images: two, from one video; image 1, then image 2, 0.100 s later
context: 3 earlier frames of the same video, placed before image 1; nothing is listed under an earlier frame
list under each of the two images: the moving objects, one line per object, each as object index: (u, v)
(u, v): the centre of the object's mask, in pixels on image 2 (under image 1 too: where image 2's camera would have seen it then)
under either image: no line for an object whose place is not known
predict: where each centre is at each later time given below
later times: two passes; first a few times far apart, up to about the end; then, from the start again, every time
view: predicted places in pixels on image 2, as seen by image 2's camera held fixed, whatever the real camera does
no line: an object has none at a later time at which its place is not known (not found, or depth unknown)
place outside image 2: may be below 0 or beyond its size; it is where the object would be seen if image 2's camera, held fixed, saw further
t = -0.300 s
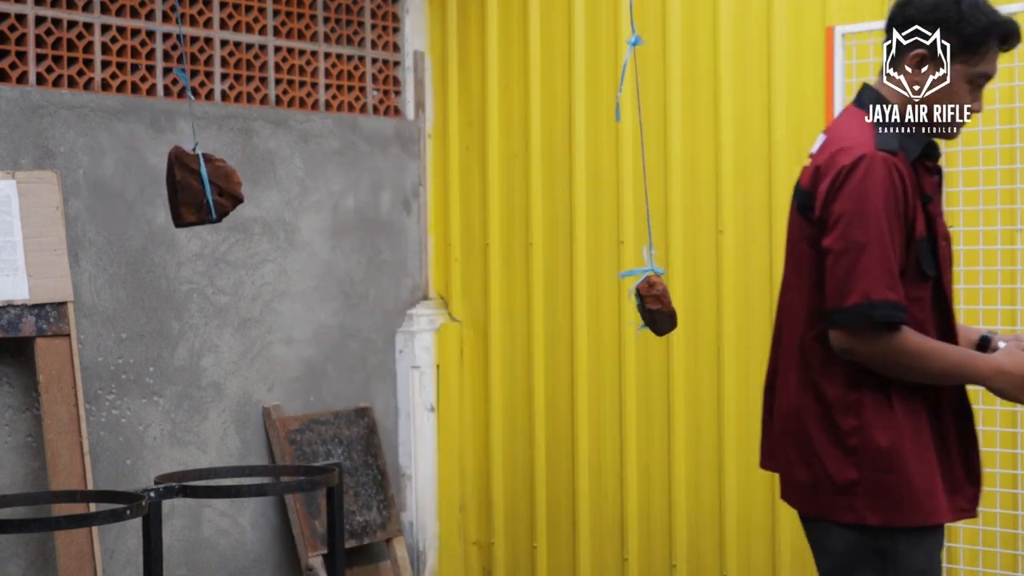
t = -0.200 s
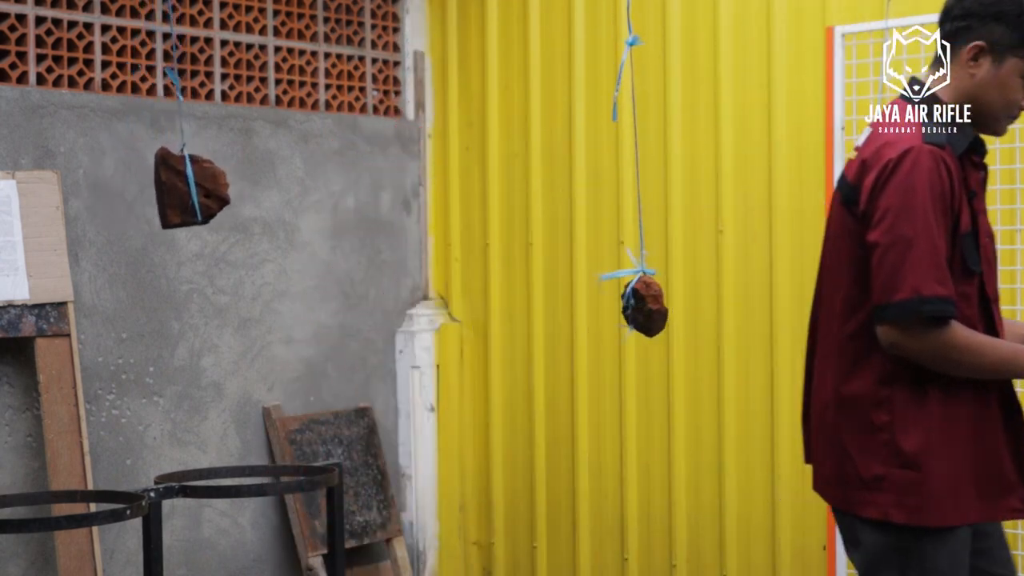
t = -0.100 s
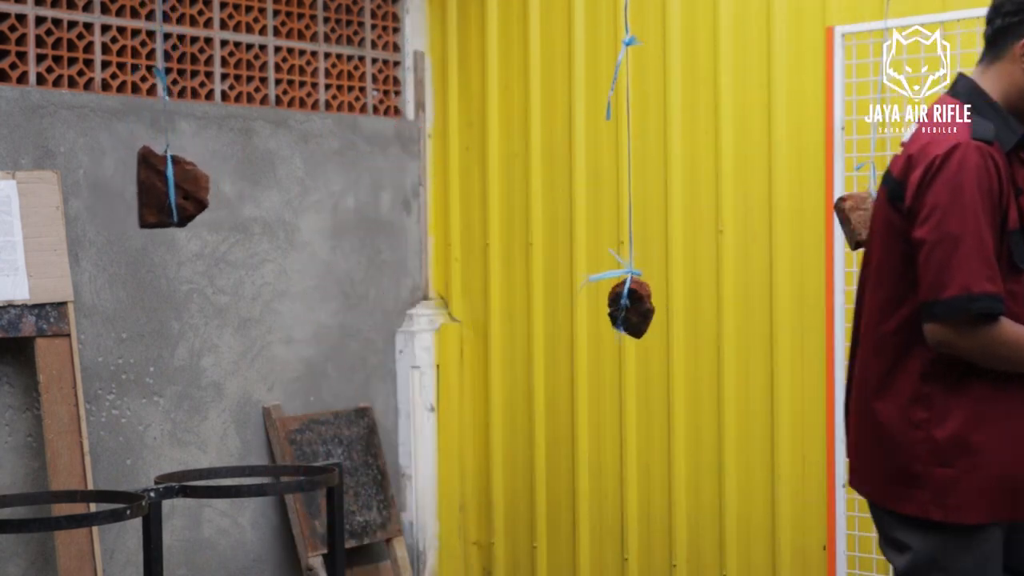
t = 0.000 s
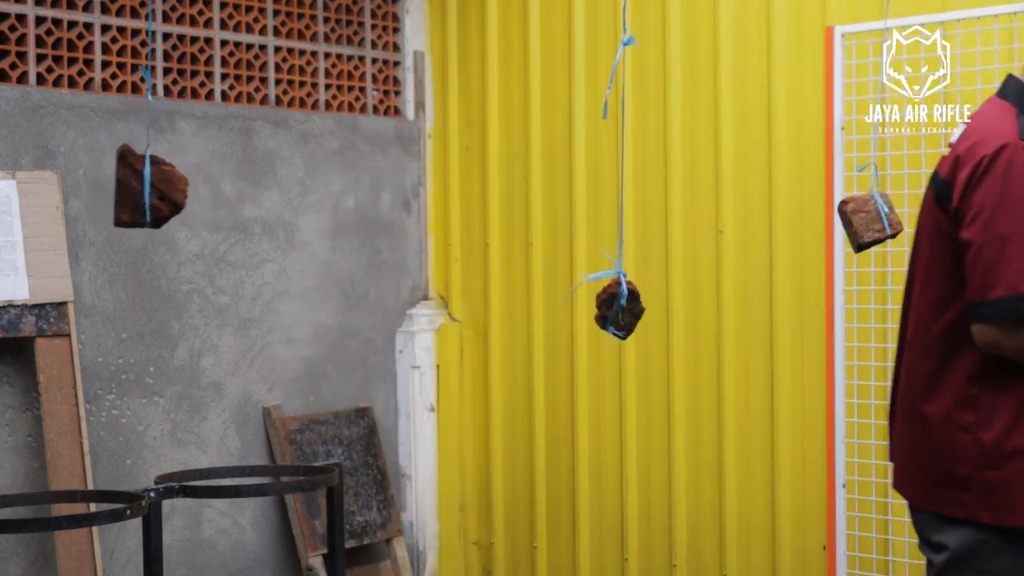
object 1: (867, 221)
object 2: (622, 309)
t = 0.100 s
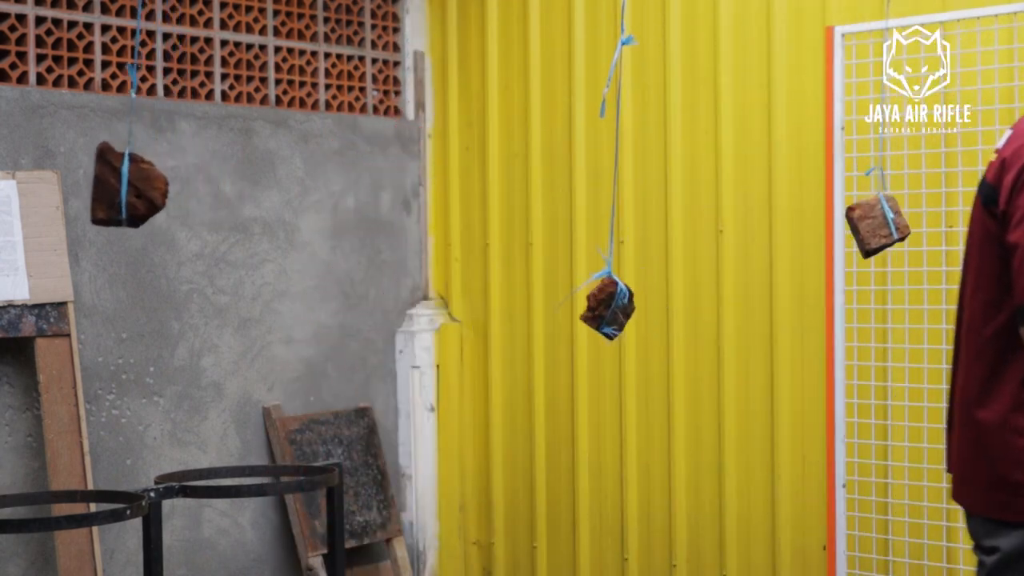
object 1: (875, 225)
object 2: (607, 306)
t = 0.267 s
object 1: (893, 230)
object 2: (596, 307)
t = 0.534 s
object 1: (914, 223)
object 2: (615, 308)
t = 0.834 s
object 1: (908, 227)
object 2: (655, 308)
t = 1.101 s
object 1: (882, 230)
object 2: (666, 305)
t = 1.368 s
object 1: (869, 221)
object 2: (640, 307)
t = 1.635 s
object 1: (884, 229)
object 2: (604, 308)
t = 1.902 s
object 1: (909, 228)
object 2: (596, 305)
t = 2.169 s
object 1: (913, 224)
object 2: (630, 308)
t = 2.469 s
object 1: (893, 231)
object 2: (670, 305)
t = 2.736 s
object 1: (873, 223)
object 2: (661, 303)
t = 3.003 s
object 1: (875, 224)
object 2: (625, 310)
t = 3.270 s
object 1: (899, 231)
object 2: (589, 307)
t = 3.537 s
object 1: (912, 224)
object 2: (608, 307)
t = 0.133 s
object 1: (878, 227)
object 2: (602, 308)
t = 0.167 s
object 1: (882, 228)
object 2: (597, 307)
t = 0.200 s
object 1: (886, 229)
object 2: (596, 310)
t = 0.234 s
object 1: (890, 230)
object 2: (598, 308)
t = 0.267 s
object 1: (893, 230)
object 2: (596, 307)
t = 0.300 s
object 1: (897, 230)
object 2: (599, 307)
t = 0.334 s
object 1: (901, 230)
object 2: (600, 308)
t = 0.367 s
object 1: (904, 229)
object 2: (602, 307)
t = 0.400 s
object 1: (907, 228)
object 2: (604, 307)
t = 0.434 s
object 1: (910, 226)
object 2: (606, 307)
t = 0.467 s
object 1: (911, 225)
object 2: (610, 307)
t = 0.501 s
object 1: (913, 224)
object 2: (608, 307)
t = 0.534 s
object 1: (914, 223)
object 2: (615, 308)
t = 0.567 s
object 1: (916, 222)
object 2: (620, 308)
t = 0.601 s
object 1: (916, 222)
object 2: (623, 308)
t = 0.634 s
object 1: (915, 222)
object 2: (622, 310)
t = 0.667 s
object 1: (914, 222)
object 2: (628, 309)
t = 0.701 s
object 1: (912, 223)
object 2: (633, 309)
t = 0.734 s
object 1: (910, 223)
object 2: (639, 308)
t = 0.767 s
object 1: (915, 226)
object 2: (645, 309)
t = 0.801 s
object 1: (912, 227)
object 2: (649, 308)
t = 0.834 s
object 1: (908, 227)
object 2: (655, 308)
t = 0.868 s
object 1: (905, 228)
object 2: (659, 307)
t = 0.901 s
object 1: (902, 229)
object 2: (662, 307)
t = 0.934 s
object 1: (899, 230)
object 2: (664, 307)
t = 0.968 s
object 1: (895, 231)
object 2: (668, 307)
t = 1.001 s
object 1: (892, 231)
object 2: (668, 306)
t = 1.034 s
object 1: (888, 231)
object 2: (668, 305)
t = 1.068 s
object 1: (885, 231)
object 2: (667, 304)
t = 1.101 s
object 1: (882, 230)
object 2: (666, 305)
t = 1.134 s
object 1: (878, 229)
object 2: (666, 306)
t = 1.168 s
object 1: (875, 227)
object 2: (666, 306)
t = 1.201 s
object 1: (876, 226)
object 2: (659, 303)
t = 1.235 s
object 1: (874, 224)
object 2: (656, 303)
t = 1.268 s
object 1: (872, 223)
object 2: (651, 305)
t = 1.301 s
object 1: (870, 222)
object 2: (650, 309)
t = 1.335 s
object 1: (869, 221)
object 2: (643, 307)
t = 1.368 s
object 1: (869, 221)
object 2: (640, 307)
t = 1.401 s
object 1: (870, 221)
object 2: (636, 307)
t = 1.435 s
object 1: (870, 222)
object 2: (633, 309)
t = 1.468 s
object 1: (872, 222)
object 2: (628, 309)
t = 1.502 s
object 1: (874, 224)
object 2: (622, 309)
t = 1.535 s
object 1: (876, 225)
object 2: (618, 309)
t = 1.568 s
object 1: (878, 227)
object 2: (614, 309)
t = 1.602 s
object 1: (882, 228)
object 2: (605, 309)
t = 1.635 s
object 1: (884, 229)
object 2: (604, 308)
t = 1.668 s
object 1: (888, 230)
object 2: (601, 308)
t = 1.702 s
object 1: (891, 231)
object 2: (597, 308)
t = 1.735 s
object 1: (895, 231)
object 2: (594, 308)
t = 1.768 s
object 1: (897, 231)
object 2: (589, 307)
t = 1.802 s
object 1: (900, 231)
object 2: (589, 306)
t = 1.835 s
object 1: (903, 230)
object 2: (591, 305)
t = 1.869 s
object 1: (906, 229)
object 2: (592, 305)
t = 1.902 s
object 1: (909, 228)
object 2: (596, 305)
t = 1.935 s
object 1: (910, 227)
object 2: (598, 306)
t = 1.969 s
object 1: (911, 226)
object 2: (602, 306)
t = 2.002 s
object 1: (912, 225)
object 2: (605, 307)
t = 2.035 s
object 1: (914, 224)
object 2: (610, 307)
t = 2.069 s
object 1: (914, 224)
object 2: (614, 309)
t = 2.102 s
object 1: (914, 224)
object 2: (624, 309)
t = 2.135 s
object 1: (913, 224)
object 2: (624, 308)
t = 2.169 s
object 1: (913, 224)
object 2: (630, 308)
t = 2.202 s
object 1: (912, 225)
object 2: (637, 310)
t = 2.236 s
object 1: (910, 226)
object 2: (637, 306)
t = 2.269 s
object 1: (909, 227)
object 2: (645, 309)
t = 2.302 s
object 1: (906, 228)
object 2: (648, 308)
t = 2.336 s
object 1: (905, 229)
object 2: (650, 309)
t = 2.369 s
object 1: (901, 230)
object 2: (655, 308)
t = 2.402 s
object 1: (899, 231)
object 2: (660, 307)
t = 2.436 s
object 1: (895, 231)
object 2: (666, 306)
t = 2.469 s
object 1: (893, 231)
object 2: (670, 305)
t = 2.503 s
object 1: (890, 231)
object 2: (672, 305)
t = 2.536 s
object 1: (886, 231)
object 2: (672, 304)
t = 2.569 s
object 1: (884, 229)
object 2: (673, 302)
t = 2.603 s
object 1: (880, 228)
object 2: (674, 303)
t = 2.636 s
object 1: (878, 227)
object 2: (670, 302)
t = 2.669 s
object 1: (876, 226)
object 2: (668, 302)
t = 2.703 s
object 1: (875, 224)
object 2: (665, 302)
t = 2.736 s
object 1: (873, 223)
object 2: (661, 303)
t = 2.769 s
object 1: (872, 223)
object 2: (654, 305)
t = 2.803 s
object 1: (871, 222)
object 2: (651, 305)
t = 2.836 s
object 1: (871, 222)
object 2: (648, 306)
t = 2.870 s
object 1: (871, 222)
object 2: (644, 307)
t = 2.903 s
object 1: (871, 222)
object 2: (640, 307)
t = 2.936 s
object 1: (872, 222)
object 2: (635, 307)
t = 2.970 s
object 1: (873, 223)
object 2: (629, 309)
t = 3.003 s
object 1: (875, 224)
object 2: (625, 310)
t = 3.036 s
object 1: (877, 225)
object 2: (618, 310)
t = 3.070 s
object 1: (883, 229)
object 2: (617, 311)
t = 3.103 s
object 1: (885, 230)
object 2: (608, 309)
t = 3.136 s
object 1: (889, 230)
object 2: (602, 308)
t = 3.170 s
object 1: (891, 231)
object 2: (597, 310)
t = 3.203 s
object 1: (894, 230)
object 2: (595, 308)
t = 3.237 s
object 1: (896, 231)
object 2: (591, 306)
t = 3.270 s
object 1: (899, 231)
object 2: (589, 307)
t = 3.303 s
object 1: (901, 230)
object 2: (588, 306)
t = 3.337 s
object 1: (903, 228)
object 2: (585, 304)
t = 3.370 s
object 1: (905, 228)
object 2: (588, 304)
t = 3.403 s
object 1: (907, 227)
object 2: (591, 305)
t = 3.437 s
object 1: (909, 226)
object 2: (594, 306)
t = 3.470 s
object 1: (910, 225)
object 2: (597, 306)
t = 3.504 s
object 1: (911, 224)
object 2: (600, 307)
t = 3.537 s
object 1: (912, 224)
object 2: (608, 307)
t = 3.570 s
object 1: (912, 224)
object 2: (609, 306)
